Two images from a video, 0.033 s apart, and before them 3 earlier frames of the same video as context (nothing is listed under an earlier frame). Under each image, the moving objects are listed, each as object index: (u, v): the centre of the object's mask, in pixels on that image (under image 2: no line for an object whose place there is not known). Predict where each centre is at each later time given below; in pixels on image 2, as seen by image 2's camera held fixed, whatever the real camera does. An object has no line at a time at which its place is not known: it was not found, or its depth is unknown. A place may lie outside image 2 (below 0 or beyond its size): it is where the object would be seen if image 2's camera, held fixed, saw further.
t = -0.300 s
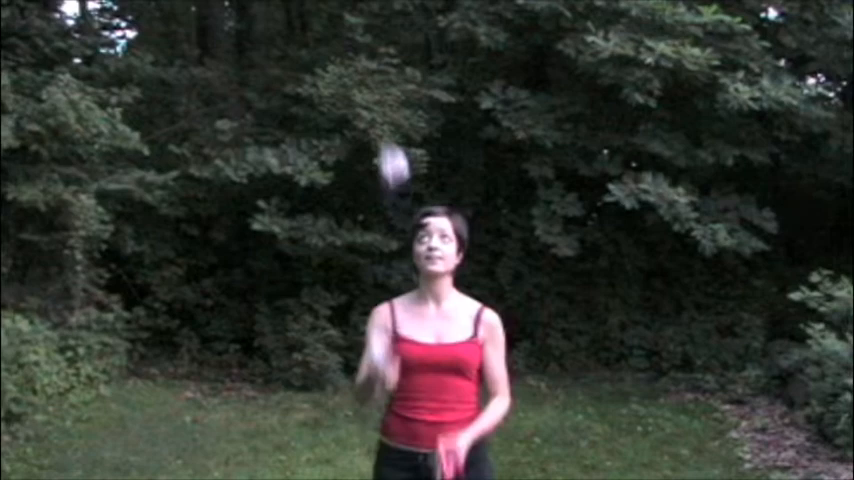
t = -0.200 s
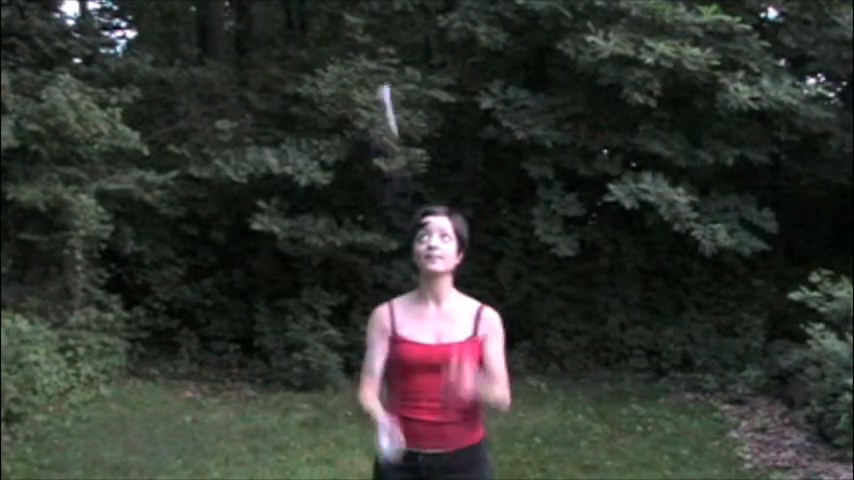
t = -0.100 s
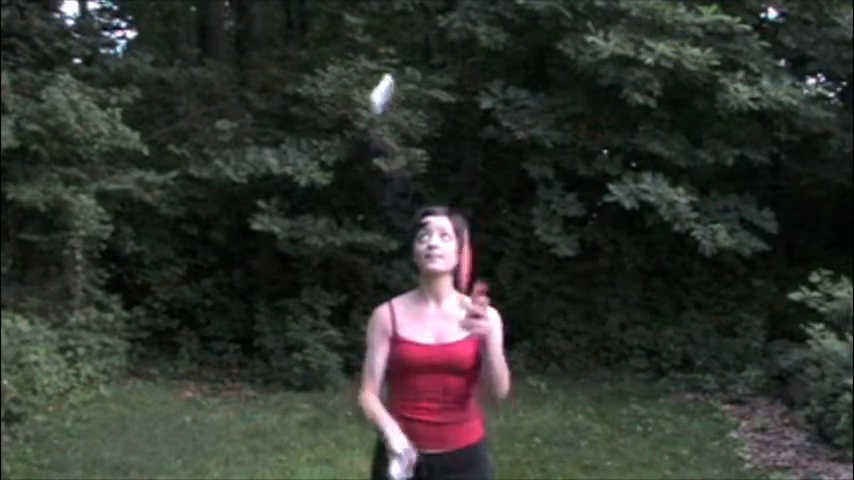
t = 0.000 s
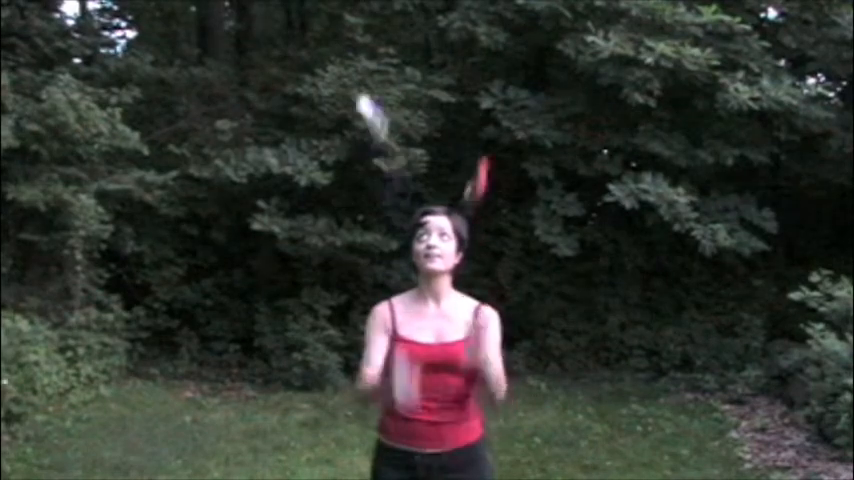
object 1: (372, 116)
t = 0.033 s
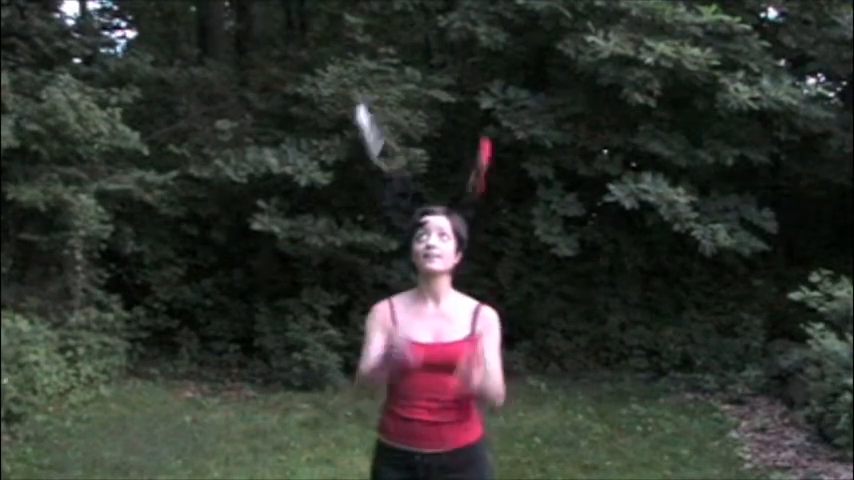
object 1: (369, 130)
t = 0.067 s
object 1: (363, 148)
